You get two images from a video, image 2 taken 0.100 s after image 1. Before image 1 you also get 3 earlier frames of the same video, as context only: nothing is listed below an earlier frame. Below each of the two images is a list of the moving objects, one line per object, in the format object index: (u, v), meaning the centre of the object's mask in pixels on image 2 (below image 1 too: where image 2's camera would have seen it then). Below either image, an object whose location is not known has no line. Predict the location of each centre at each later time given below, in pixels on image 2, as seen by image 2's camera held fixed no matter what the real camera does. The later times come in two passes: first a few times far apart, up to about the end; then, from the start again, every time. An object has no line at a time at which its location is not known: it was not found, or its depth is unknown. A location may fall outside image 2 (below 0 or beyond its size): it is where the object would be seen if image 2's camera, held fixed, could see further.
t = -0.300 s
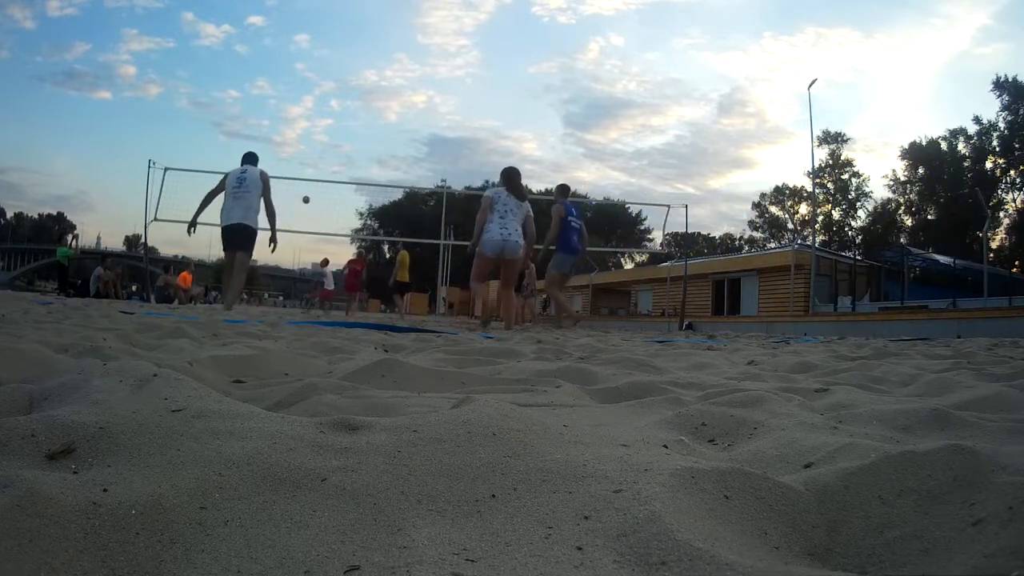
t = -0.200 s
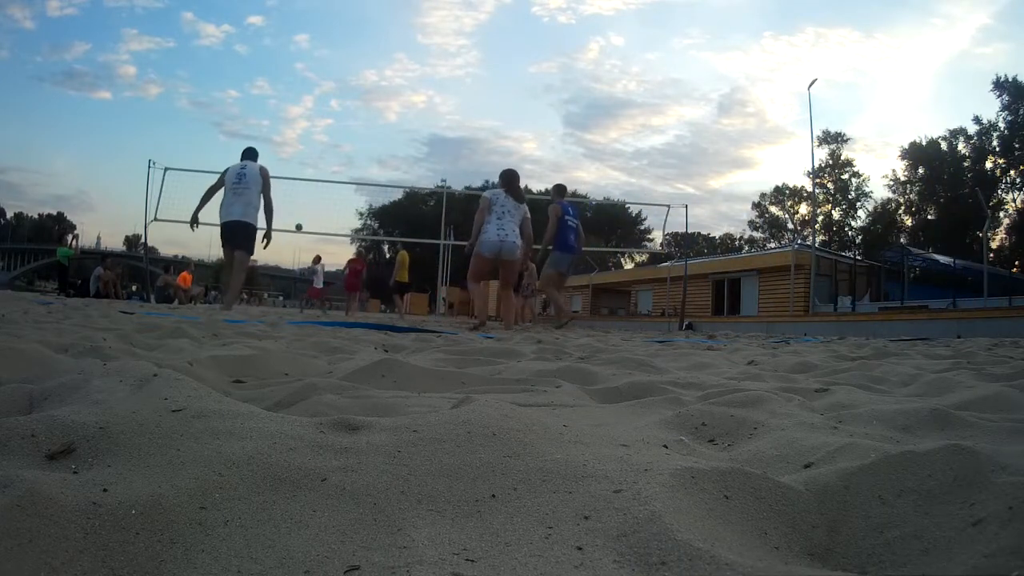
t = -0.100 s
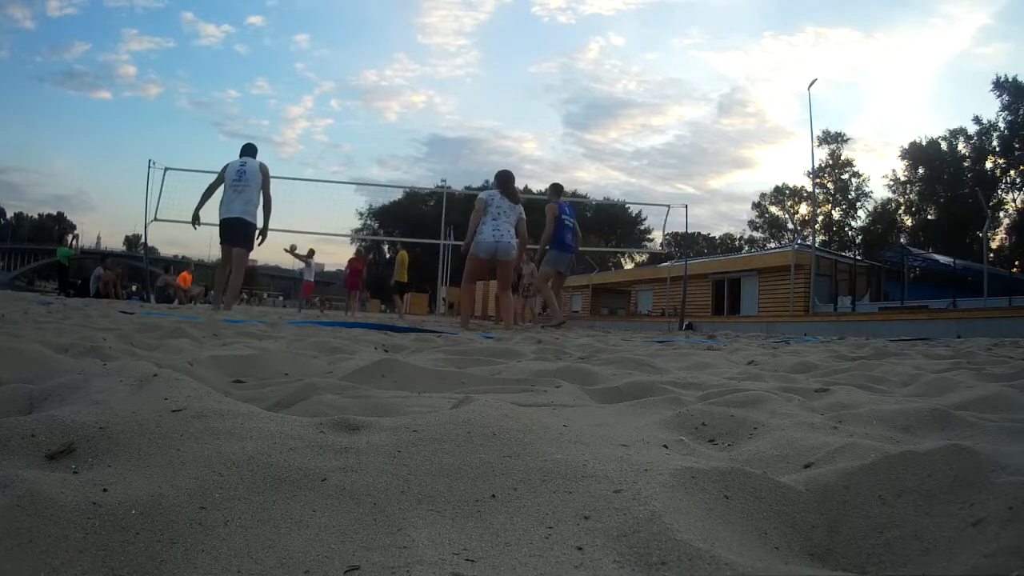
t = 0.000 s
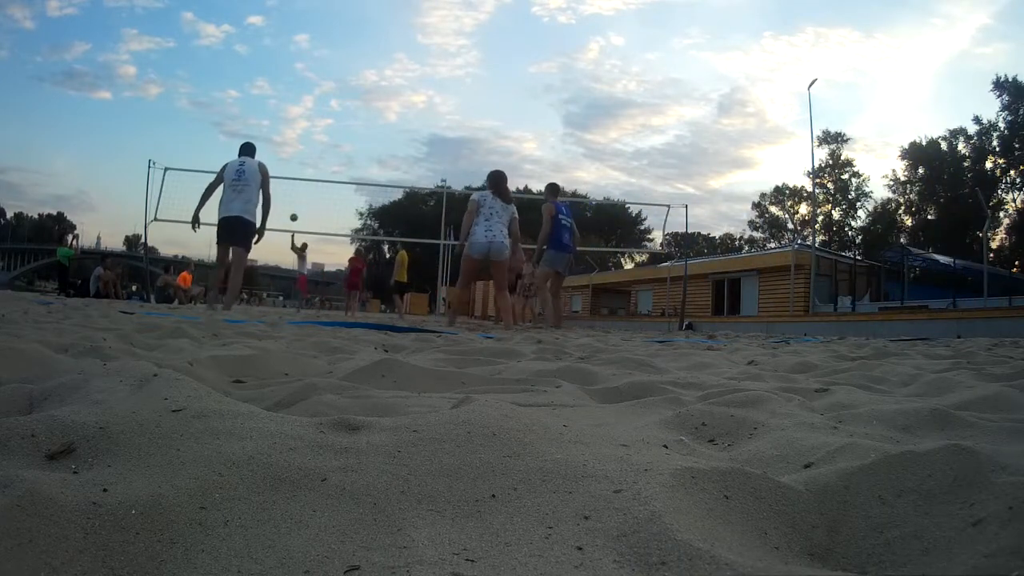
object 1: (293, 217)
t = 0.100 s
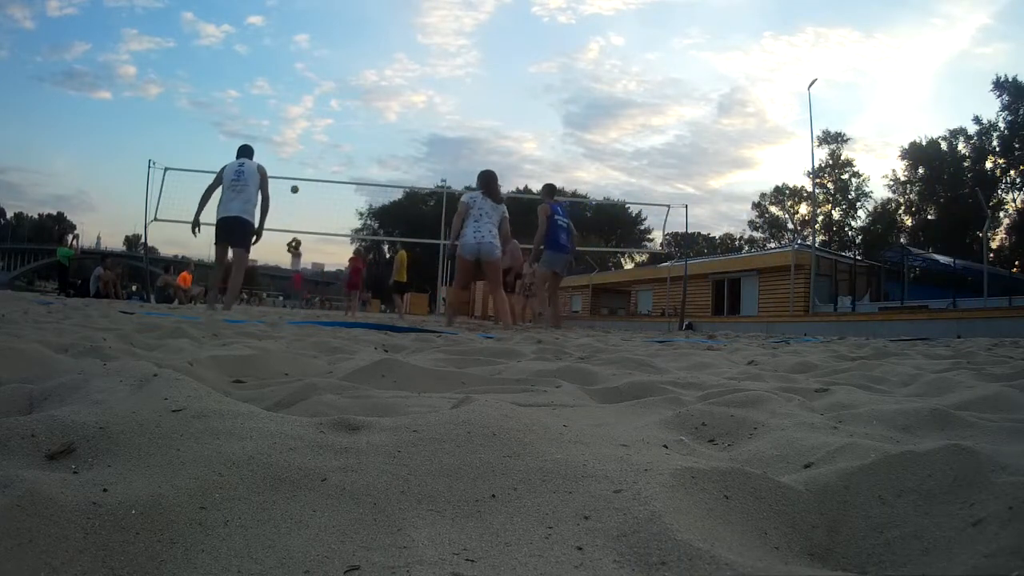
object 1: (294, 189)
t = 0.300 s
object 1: (296, 140)
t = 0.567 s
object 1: (298, 93)
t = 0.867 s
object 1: (301, 74)
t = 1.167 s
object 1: (300, 118)
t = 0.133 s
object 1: (295, 180)
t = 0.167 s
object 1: (295, 172)
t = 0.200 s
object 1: (295, 163)
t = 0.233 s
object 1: (295, 155)
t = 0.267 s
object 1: (296, 148)
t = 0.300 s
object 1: (296, 140)
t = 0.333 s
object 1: (296, 133)
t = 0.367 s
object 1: (296, 126)
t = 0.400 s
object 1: (297, 120)
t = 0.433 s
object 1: (297, 114)
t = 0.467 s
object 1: (298, 108)
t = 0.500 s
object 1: (298, 103)
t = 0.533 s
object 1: (298, 98)
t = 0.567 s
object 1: (298, 93)
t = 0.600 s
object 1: (299, 89)
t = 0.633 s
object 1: (299, 85)
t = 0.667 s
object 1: (300, 82)
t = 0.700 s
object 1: (300, 79)
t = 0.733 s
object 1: (300, 77)
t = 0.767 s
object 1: (300, 75)
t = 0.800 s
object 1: (301, 74)
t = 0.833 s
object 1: (301, 74)
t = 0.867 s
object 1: (301, 74)
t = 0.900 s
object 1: (301, 75)
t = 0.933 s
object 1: (301, 76)
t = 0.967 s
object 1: (301, 79)
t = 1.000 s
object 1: (301, 83)
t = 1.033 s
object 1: (301, 87)
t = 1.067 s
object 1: (301, 93)
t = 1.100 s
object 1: (300, 99)
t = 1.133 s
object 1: (301, 108)
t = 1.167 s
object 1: (300, 118)
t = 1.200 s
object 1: (299, 129)
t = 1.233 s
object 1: (299, 142)
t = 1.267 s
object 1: (299, 158)
